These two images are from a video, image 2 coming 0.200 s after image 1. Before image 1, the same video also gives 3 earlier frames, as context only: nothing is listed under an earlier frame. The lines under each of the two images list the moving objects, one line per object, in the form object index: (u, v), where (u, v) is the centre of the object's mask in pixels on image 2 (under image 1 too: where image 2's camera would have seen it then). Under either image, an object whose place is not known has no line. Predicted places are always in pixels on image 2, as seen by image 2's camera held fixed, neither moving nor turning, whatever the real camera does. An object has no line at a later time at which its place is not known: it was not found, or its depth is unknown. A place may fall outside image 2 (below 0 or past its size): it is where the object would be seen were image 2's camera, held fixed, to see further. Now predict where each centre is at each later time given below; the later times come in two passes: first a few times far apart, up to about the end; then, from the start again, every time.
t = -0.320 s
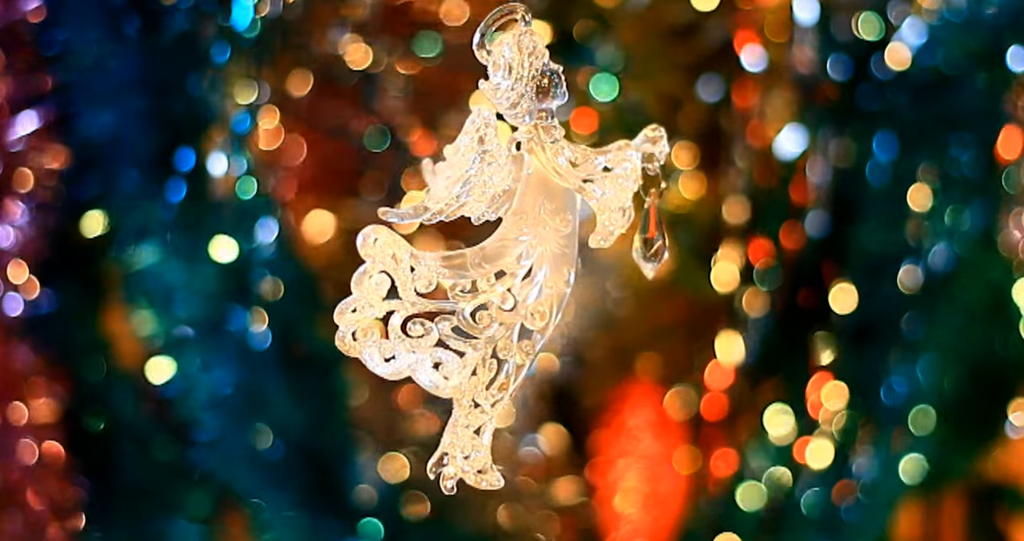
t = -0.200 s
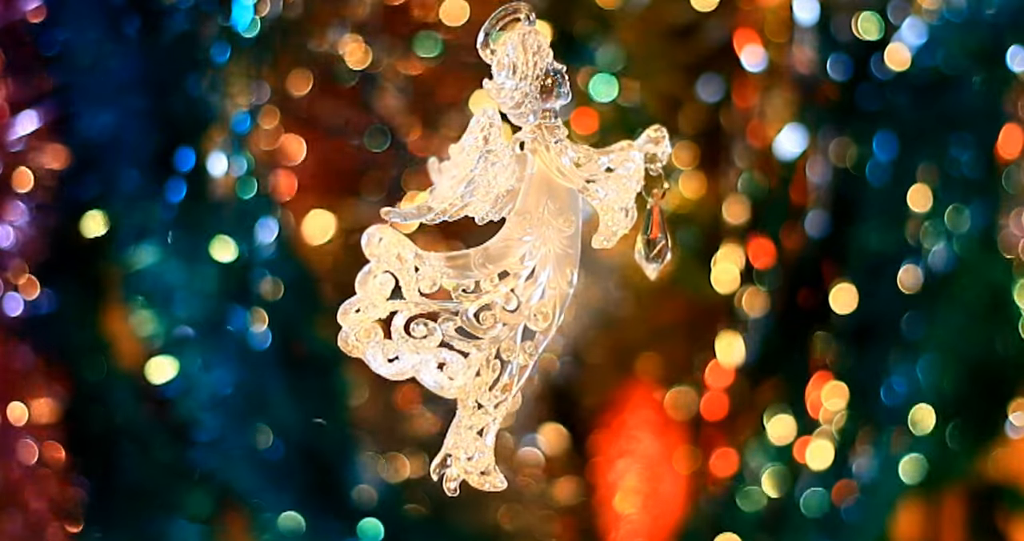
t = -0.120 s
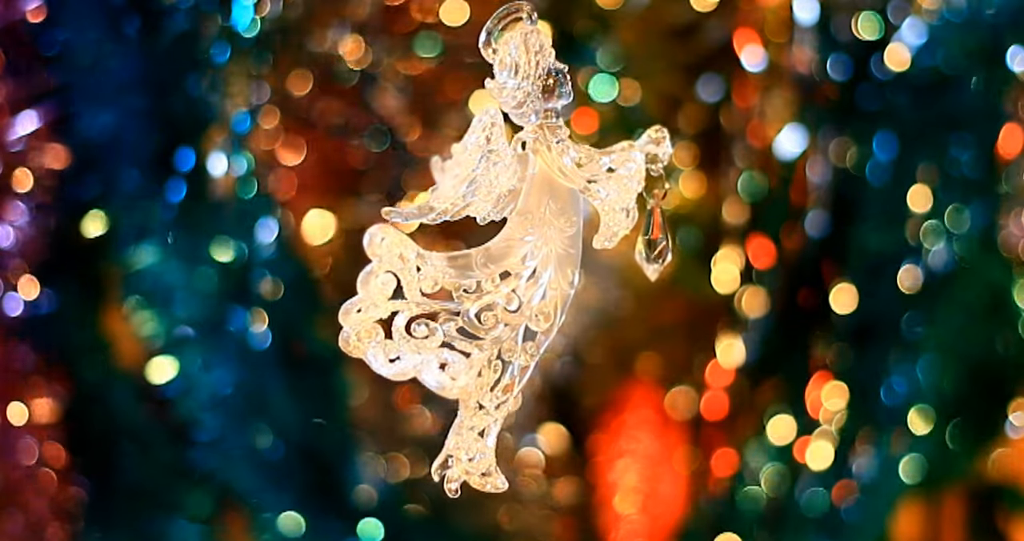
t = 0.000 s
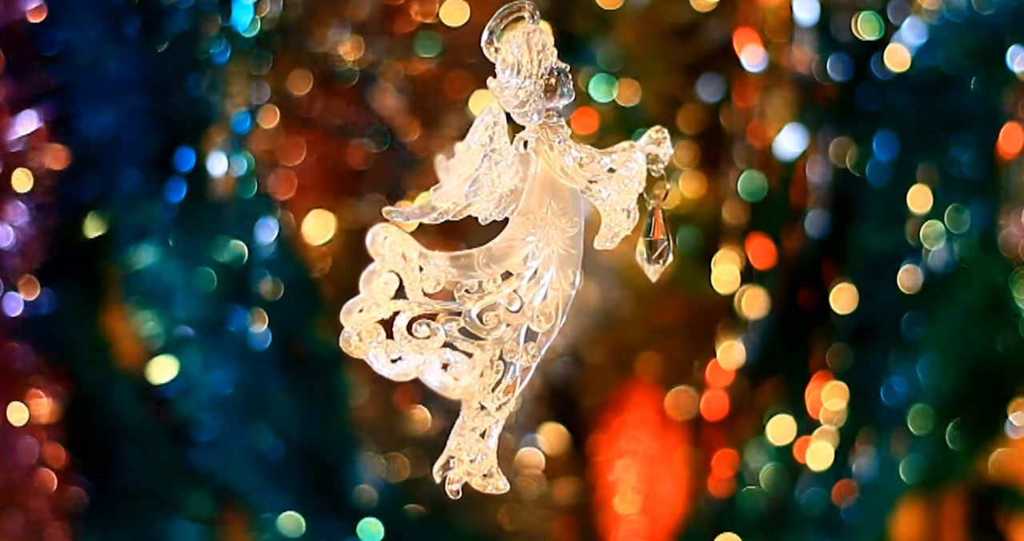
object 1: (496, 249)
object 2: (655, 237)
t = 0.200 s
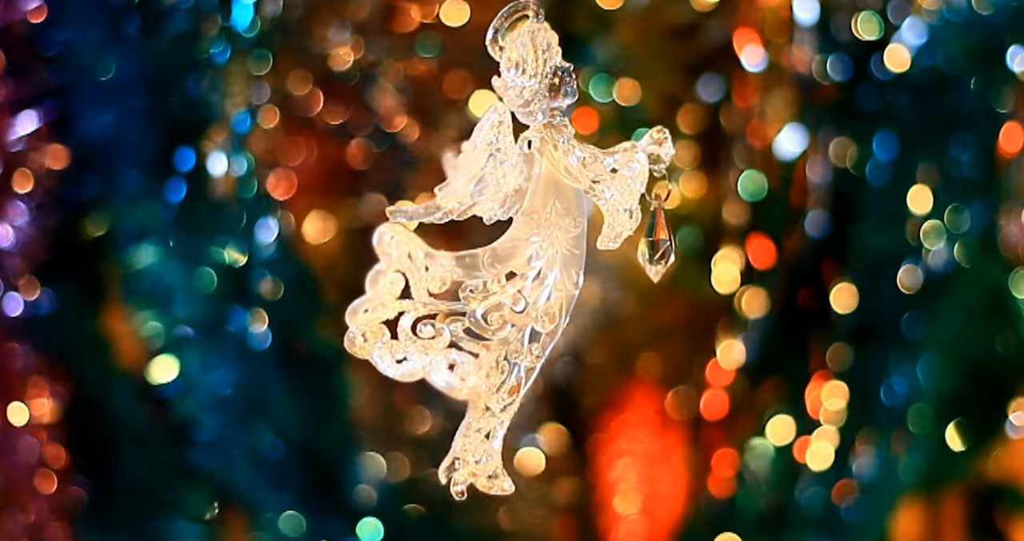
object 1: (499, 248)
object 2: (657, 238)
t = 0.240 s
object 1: (501, 249)
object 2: (657, 238)
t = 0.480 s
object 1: (505, 249)
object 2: (657, 238)
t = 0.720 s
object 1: (499, 249)
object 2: (644, 234)
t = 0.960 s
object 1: (479, 249)
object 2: (620, 234)
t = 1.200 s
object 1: (469, 248)
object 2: (606, 235)
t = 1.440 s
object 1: (483, 249)
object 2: (616, 235)
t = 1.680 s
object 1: (506, 250)
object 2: (638, 234)
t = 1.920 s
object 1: (513, 251)
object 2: (644, 235)
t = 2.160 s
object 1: (502, 250)
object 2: (632, 236)
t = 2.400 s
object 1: (491, 250)
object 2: (618, 236)
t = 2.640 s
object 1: (487, 250)
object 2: (612, 235)
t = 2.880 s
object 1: (485, 249)
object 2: (609, 234)
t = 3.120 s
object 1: (480, 249)
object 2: (606, 235)
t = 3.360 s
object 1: (486, 250)
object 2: (614, 237)
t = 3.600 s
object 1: (505, 251)
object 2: (635, 236)
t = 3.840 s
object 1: (515, 251)
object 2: (647, 235)
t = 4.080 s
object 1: (503, 251)
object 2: (636, 235)
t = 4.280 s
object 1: (483, 250)
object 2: (618, 236)
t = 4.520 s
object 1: (472, 248)
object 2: (609, 235)
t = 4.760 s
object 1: (480, 249)
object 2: (621, 234)
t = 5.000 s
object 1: (493, 250)
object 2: (638, 236)
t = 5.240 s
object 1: (498, 250)
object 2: (648, 235)
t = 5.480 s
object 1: (497, 249)
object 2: (653, 236)
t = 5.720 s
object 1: (500, 249)
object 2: (659, 237)
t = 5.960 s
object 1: (499, 249)
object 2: (658, 237)
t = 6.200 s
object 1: (483, 247)
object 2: (645, 233)
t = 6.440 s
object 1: (471, 247)
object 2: (636, 235)
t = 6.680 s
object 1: (478, 247)
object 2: (647, 236)
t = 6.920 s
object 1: (500, 248)
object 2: (674, 235)
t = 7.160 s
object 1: (513, 248)
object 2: (690, 229)
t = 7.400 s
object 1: (503, 247)
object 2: (684, 236)
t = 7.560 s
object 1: (492, 247)
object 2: (674, 237)
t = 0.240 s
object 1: (501, 249)
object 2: (657, 238)
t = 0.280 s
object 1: (501, 249)
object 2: (657, 238)
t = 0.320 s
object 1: (502, 249)
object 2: (658, 238)
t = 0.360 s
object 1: (503, 249)
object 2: (658, 238)
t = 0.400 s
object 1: (504, 249)
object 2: (658, 238)
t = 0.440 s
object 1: (505, 249)
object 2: (658, 238)
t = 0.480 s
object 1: (505, 249)
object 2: (657, 238)
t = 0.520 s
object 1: (505, 249)
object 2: (656, 237)
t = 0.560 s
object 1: (506, 250)
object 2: (655, 237)
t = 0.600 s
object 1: (505, 249)
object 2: (652, 237)
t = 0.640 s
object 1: (504, 249)
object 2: (650, 237)
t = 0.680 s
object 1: (502, 249)
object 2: (647, 236)
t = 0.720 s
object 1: (499, 249)
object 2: (644, 234)
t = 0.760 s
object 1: (496, 249)
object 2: (640, 235)
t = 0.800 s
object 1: (493, 249)
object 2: (637, 232)
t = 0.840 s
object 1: (490, 249)
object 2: (632, 233)
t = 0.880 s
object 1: (486, 249)
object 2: (627, 233)
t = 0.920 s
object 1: (482, 249)
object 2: (624, 235)
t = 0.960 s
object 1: (479, 249)
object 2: (620, 234)
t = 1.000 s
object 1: (476, 248)
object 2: (616, 234)
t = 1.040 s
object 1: (473, 248)
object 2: (613, 235)
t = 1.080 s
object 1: (471, 248)
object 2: (610, 235)
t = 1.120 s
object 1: (470, 248)
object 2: (608, 235)
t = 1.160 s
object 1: (469, 248)
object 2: (606, 235)
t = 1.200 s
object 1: (469, 248)
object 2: (606, 235)
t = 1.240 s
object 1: (469, 248)
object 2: (606, 235)
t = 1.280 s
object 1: (471, 248)
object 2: (607, 235)
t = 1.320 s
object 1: (473, 249)
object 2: (609, 235)
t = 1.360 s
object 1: (476, 249)
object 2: (611, 235)
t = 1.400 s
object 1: (479, 249)
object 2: (613, 235)
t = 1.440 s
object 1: (483, 249)
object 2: (616, 235)
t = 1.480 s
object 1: (487, 250)
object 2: (620, 235)
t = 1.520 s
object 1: (491, 250)
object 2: (624, 235)
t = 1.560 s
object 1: (495, 250)
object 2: (628, 236)
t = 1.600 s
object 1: (498, 250)
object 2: (631, 236)
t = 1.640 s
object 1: (502, 250)
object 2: (635, 234)
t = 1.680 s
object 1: (506, 250)
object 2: (638, 234)
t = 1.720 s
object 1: (509, 251)
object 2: (640, 234)
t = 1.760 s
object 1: (511, 251)
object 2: (643, 234)
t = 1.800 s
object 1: (513, 251)
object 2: (644, 234)
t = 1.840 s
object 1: (514, 251)
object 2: (645, 234)
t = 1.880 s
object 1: (514, 251)
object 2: (645, 235)
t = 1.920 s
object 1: (513, 251)
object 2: (644, 235)
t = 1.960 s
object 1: (512, 251)
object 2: (643, 235)
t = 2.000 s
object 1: (511, 251)
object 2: (642, 235)
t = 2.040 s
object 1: (509, 251)
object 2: (640, 235)
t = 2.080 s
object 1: (507, 251)
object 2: (637, 236)
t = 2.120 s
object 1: (504, 251)
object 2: (634, 236)
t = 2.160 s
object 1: (502, 250)
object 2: (632, 236)
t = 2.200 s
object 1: (499, 250)
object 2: (629, 237)
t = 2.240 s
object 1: (497, 250)
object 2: (627, 238)
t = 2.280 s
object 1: (495, 250)
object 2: (625, 238)
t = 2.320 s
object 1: (494, 250)
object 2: (622, 237)
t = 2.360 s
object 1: (492, 250)
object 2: (620, 238)
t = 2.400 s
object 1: (491, 250)
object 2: (618, 236)
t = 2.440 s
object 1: (490, 250)
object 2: (617, 236)
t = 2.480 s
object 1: (489, 250)
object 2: (616, 237)
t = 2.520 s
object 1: (488, 250)
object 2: (615, 236)
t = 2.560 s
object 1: (488, 250)
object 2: (614, 236)
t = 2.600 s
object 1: (488, 250)
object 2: (613, 235)
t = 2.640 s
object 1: (487, 250)
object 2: (612, 235)
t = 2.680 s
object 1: (487, 249)
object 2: (612, 234)
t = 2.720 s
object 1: (487, 249)
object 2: (612, 233)
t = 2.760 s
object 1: (487, 249)
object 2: (611, 234)
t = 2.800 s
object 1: (486, 249)
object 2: (610, 233)
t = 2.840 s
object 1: (485, 249)
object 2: (609, 234)
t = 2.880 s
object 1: (485, 249)
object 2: (609, 234)
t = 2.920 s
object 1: (484, 249)
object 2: (608, 234)
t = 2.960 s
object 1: (483, 249)
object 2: (607, 234)
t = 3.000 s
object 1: (482, 249)
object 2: (607, 234)
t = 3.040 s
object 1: (482, 249)
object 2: (607, 234)
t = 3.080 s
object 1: (481, 249)
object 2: (606, 234)
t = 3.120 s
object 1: (480, 249)
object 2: (606, 235)
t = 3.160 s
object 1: (481, 249)
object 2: (606, 235)
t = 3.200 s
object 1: (481, 249)
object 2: (607, 236)
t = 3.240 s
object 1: (482, 250)
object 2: (608, 235)
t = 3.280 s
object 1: (483, 250)
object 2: (610, 236)
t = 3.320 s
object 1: (484, 250)
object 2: (612, 236)
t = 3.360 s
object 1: (486, 250)
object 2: (614, 237)
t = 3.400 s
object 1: (489, 250)
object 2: (617, 236)
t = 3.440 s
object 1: (493, 250)
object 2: (621, 236)
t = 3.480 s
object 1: (496, 250)
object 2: (624, 236)
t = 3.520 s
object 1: (499, 250)
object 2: (628, 237)
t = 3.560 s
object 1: (502, 251)
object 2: (631, 237)
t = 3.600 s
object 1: (505, 251)
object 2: (635, 236)
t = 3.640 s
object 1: (508, 251)
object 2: (638, 236)
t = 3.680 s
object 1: (511, 251)
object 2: (641, 236)
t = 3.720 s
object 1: (513, 251)
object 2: (644, 235)
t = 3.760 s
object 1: (514, 251)
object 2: (646, 235)
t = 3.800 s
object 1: (514, 251)
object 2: (647, 235)
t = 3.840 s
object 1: (515, 251)
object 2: (647, 235)
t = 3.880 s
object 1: (514, 251)
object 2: (647, 235)
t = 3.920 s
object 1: (513, 251)
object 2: (646, 235)
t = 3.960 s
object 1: (512, 251)
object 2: (644, 235)
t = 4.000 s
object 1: (509, 251)
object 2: (642, 235)
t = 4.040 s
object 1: (506, 251)
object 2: (639, 235)
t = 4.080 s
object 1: (503, 251)
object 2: (636, 235)
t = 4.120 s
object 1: (499, 250)
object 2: (633, 236)
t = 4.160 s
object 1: (495, 250)
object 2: (629, 237)
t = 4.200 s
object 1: (490, 250)
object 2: (625, 236)
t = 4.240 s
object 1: (486, 250)
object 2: (622, 236)
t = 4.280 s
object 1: (483, 250)
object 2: (618, 236)
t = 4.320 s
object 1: (479, 249)
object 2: (615, 236)
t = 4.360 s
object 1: (476, 249)
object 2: (612, 237)
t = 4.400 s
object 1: (474, 249)
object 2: (610, 237)
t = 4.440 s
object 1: (472, 248)
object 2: (609, 237)
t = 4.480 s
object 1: (472, 248)
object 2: (609, 235)
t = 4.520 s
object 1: (472, 248)
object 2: (609, 235)
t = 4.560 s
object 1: (473, 248)
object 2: (610, 235)
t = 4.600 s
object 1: (474, 248)
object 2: (611, 235)
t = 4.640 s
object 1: (475, 248)
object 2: (613, 235)
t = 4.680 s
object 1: (476, 248)
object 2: (615, 234)
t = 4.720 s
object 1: (478, 249)
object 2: (617, 234)
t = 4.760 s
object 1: (480, 249)
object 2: (621, 234)
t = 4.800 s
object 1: (483, 249)
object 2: (623, 233)
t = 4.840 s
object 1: (485, 250)
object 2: (626, 234)
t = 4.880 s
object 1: (487, 250)
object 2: (629, 234)
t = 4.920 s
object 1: (490, 250)
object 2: (632, 233)
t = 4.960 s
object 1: (492, 250)
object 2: (635, 233)
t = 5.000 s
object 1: (493, 250)
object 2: (638, 236)
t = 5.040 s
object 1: (495, 250)
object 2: (640, 235)
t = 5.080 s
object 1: (496, 250)
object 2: (642, 236)
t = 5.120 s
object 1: (497, 250)
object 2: (643, 235)
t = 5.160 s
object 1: (497, 250)
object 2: (645, 234)
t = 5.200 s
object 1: (497, 250)
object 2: (646, 235)
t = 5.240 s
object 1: (498, 250)
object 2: (648, 235)
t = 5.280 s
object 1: (498, 250)
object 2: (649, 235)
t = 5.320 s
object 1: (498, 250)
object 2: (650, 235)
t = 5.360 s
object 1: (496, 249)
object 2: (651, 236)
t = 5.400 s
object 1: (496, 249)
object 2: (651, 235)
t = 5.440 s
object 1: (496, 249)
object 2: (652, 236)
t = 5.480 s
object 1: (497, 249)
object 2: (653, 236)
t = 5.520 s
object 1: (497, 249)
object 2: (654, 236)
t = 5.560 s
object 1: (498, 249)
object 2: (656, 236)
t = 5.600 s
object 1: (498, 249)
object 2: (657, 236)
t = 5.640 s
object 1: (499, 249)
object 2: (658, 236)
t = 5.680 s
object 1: (501, 249)
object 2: (659, 236)
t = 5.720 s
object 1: (500, 249)
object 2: (659, 237)
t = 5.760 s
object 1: (501, 249)
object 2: (660, 237)
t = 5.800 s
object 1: (502, 249)
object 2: (660, 237)
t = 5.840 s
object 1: (502, 249)
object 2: (661, 236)
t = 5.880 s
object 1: (500, 248)
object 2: (660, 236)
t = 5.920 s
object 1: (500, 249)
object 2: (659, 236)
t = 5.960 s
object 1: (499, 249)
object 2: (658, 237)
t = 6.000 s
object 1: (497, 248)
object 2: (657, 236)
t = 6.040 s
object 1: (495, 248)
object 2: (655, 236)
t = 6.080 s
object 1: (492, 248)
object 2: (653, 236)
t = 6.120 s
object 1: (489, 248)
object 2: (651, 236)
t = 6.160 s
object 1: (487, 248)
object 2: (648, 236)
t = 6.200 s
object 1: (483, 247)
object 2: (645, 233)
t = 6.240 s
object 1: (480, 247)
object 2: (643, 233)
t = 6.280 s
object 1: (477, 247)
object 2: (641, 232)
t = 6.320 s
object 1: (475, 247)
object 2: (639, 233)
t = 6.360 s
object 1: (473, 247)
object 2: (637, 235)
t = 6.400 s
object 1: (471, 247)
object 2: (636, 235)
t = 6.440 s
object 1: (471, 247)
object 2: (636, 235)
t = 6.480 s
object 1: (471, 246)
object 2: (637, 235)
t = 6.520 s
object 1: (471, 246)
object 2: (638, 235)
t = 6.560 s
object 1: (471, 247)
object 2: (639, 235)
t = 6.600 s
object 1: (473, 247)
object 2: (642, 235)
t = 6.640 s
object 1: (475, 247)
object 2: (644, 235)
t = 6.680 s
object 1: (478, 247)
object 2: (647, 236)
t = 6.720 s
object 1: (481, 247)
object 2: (651, 236)
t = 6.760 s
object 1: (485, 248)
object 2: (656, 233)
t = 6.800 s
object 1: (489, 248)
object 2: (661, 232)
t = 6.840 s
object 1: (493, 248)
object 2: (665, 230)
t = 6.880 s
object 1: (497, 248)
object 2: (671, 233)
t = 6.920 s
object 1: (500, 248)
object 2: (674, 235)
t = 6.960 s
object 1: (504, 249)
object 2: (678, 236)
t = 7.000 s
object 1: (506, 249)
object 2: (681, 233)
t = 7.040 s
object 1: (509, 249)
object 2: (684, 230)
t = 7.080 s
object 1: (511, 248)
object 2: (687, 235)
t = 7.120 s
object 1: (512, 248)
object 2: (689, 236)
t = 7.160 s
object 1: (513, 248)
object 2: (690, 229)
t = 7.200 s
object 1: (513, 248)
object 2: (690, 235)
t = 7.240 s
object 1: (511, 248)
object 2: (689, 234)
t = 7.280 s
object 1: (510, 248)
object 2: (689, 234)
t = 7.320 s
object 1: (508, 247)
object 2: (688, 236)
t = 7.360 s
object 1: (506, 247)
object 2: (686, 236)
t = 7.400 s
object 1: (503, 247)
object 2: (684, 236)
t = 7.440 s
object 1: (501, 247)
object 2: (681, 237)
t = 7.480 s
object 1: (498, 247)
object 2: (679, 238)
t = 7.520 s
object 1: (495, 247)
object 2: (676, 239)
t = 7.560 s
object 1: (492, 247)
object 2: (674, 237)
